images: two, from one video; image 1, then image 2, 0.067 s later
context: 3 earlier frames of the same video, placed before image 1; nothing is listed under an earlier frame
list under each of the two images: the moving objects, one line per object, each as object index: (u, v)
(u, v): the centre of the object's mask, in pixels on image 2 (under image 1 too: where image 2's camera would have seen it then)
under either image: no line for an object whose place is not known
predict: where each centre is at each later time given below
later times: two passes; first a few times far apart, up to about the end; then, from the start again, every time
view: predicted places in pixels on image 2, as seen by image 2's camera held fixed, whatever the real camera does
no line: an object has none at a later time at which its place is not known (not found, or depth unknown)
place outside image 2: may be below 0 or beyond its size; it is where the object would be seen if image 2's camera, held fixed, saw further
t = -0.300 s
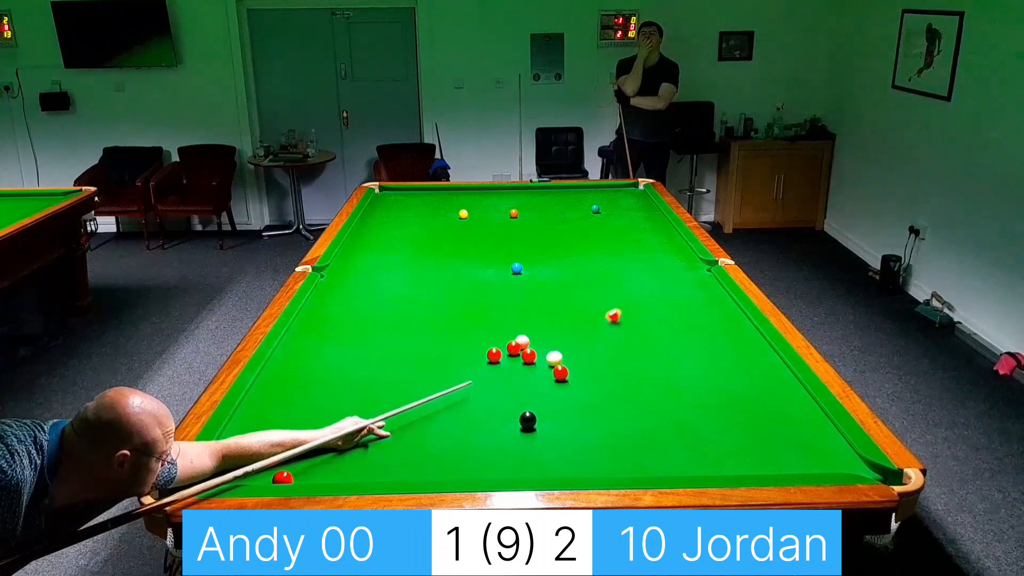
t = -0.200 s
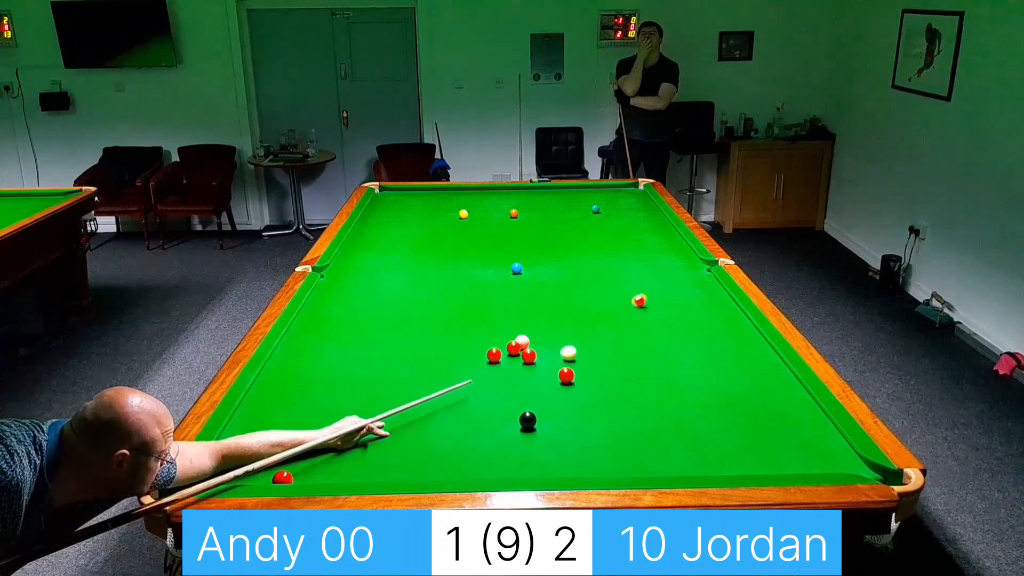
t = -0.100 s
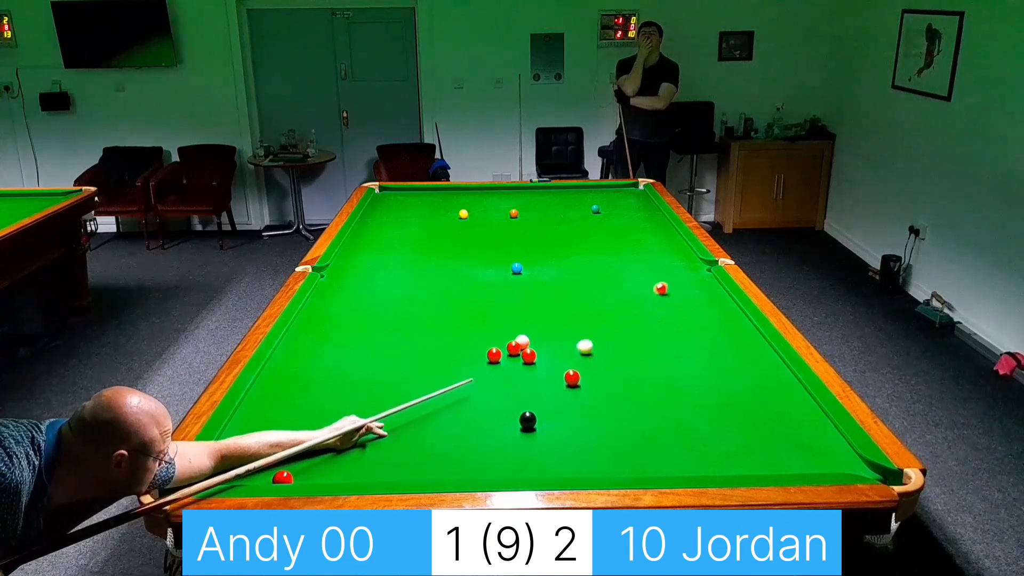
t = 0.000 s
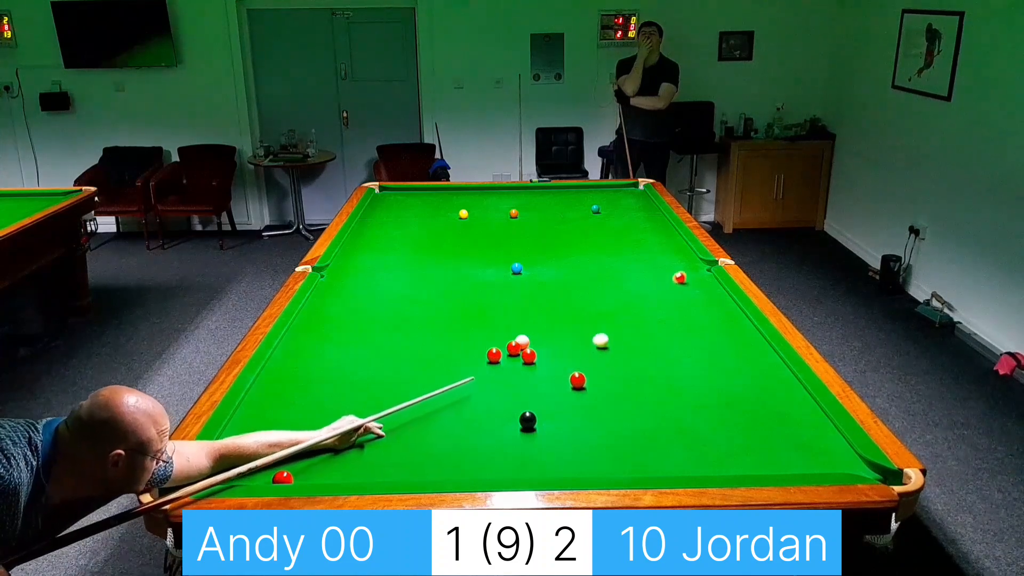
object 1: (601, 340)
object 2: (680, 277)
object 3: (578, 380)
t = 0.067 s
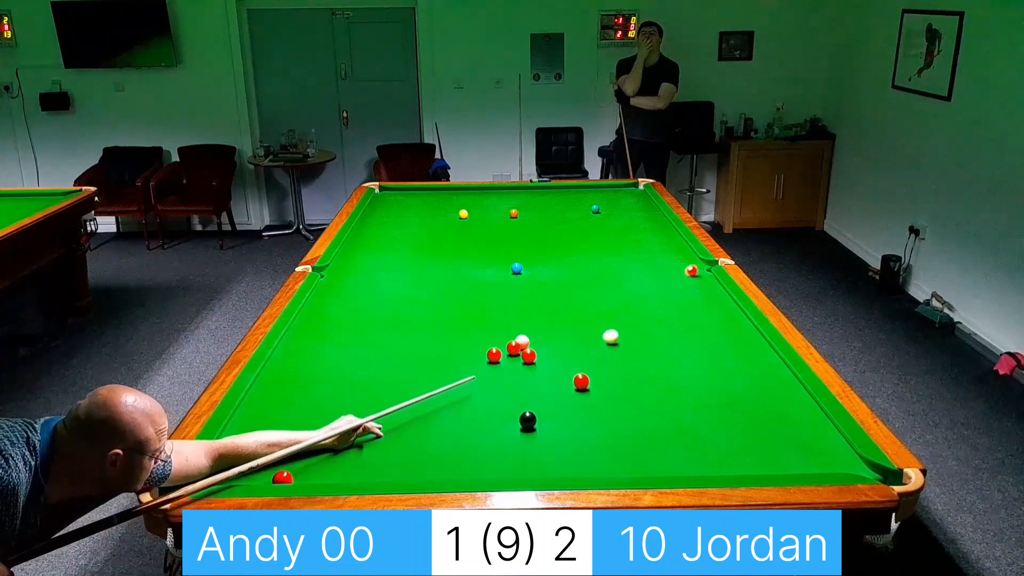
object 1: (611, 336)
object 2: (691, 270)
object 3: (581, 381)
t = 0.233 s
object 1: (635, 327)
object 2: (698, 268)
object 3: (590, 385)
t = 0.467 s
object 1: (666, 315)
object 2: (676, 282)
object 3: (602, 390)
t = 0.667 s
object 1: (690, 306)
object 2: (657, 294)
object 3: (611, 394)
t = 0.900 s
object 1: (716, 296)
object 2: (633, 309)
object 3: (621, 398)
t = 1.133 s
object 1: (704, 289)
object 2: (608, 326)
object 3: (630, 402)
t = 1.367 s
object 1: (681, 283)
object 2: (581, 344)
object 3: (637, 405)
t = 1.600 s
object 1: (661, 278)
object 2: (551, 363)
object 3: (646, 408)
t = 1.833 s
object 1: (642, 274)
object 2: (519, 384)
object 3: (651, 410)
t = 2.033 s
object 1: (627, 270)
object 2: (489, 403)
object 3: (655, 411)
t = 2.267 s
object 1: (612, 266)
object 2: (451, 428)
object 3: (659, 413)
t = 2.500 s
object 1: (597, 262)
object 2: (409, 456)
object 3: (660, 413)
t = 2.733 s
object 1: (584, 259)
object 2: (368, 473)
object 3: (661, 413)
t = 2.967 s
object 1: (572, 256)
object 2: (346, 457)
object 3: (660, 413)
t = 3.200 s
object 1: (561, 253)
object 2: (327, 442)
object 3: (660, 413)
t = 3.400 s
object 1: (553, 251)
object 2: (312, 430)
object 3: (660, 413)
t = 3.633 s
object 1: (544, 248)
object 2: (296, 418)
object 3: (660, 413)
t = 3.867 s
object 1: (535, 246)
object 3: (660, 413)
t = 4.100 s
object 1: (528, 244)
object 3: (660, 413)
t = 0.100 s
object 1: (616, 335)
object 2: (697, 267)
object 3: (583, 382)
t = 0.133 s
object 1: (621, 333)
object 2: (703, 264)
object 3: (585, 383)
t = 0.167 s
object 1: (626, 331)
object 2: (706, 263)
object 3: (587, 384)
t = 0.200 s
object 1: (630, 329)
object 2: (702, 265)
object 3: (588, 384)
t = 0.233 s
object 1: (635, 327)
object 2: (698, 268)
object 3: (590, 385)
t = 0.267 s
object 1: (639, 325)
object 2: (694, 270)
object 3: (592, 386)
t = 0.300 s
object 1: (644, 324)
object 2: (691, 272)
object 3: (593, 387)
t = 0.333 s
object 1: (649, 322)
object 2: (688, 274)
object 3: (595, 387)
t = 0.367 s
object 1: (653, 320)
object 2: (685, 276)
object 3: (597, 388)
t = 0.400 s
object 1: (657, 318)
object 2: (682, 278)
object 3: (599, 389)
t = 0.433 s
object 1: (661, 317)
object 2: (679, 280)
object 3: (600, 389)
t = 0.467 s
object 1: (666, 315)
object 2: (676, 282)
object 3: (602, 390)
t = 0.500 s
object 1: (670, 314)
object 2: (673, 284)
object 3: (603, 391)
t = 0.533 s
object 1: (674, 312)
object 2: (670, 286)
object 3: (605, 391)
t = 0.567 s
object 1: (678, 310)
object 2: (666, 288)
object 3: (606, 392)
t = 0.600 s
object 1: (682, 309)
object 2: (663, 290)
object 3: (608, 393)
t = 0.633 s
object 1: (686, 307)
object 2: (660, 292)
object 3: (609, 393)
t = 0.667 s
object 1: (690, 306)
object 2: (657, 294)
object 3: (611, 394)
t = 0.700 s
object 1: (694, 304)
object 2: (653, 296)
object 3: (613, 394)
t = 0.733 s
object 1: (698, 303)
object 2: (650, 299)
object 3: (614, 395)
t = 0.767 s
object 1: (702, 301)
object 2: (647, 301)
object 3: (615, 396)
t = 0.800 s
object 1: (705, 300)
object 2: (643, 303)
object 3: (617, 396)
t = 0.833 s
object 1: (709, 298)
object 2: (640, 305)
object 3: (618, 397)
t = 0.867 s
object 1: (713, 297)
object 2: (637, 307)
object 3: (619, 398)
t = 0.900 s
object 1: (716, 296)
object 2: (633, 309)
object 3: (621, 398)
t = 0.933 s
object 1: (720, 294)
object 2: (630, 312)
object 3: (622, 399)
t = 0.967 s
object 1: (722, 293)
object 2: (626, 314)
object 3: (623, 399)
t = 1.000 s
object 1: (718, 292)
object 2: (623, 316)
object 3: (625, 400)
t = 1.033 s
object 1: (714, 292)
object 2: (619, 319)
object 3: (626, 400)
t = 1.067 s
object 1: (710, 291)
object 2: (616, 321)
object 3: (627, 401)
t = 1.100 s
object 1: (707, 290)
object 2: (612, 324)
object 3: (628, 401)
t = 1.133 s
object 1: (704, 289)
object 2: (608, 326)
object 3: (630, 402)
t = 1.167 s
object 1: (700, 288)
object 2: (604, 328)
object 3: (631, 403)
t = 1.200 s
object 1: (697, 287)
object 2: (601, 331)
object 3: (632, 403)
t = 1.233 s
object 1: (694, 286)
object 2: (596, 333)
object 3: (633, 404)
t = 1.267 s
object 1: (690, 286)
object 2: (593, 336)
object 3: (634, 404)
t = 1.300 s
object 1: (687, 285)
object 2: (589, 339)
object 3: (635, 404)
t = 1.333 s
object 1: (684, 284)
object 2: (584, 341)
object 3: (636, 405)
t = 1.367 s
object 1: (681, 283)
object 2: (581, 344)
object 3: (637, 405)
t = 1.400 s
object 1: (678, 283)
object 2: (576, 346)
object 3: (639, 406)
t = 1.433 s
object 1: (675, 282)
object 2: (572, 349)
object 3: (640, 406)
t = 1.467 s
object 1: (672, 281)
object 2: (569, 352)
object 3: (641, 406)
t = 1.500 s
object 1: (669, 280)
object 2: (564, 355)
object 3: (642, 407)
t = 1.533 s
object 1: (666, 280)
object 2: (560, 358)
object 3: (644, 407)
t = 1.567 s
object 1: (663, 279)
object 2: (555, 360)
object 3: (645, 407)
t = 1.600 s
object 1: (661, 278)
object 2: (551, 363)
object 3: (646, 408)
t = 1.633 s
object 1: (658, 278)
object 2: (547, 366)
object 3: (647, 408)
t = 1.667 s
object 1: (655, 277)
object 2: (542, 369)
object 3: (647, 408)
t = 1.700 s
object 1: (652, 276)
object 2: (537, 372)
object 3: (648, 409)
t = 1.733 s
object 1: (650, 276)
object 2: (533, 375)
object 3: (649, 409)
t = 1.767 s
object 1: (647, 275)
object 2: (529, 378)
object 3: (650, 409)
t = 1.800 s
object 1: (645, 274)
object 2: (523, 381)
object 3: (651, 410)
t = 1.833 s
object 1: (642, 274)
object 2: (519, 384)
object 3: (651, 410)
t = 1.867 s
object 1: (639, 273)
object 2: (514, 387)
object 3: (652, 410)
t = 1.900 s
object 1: (637, 272)
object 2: (509, 391)
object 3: (653, 411)
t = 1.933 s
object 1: (634, 272)
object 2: (504, 393)
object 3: (653, 411)
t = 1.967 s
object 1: (632, 271)
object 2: (499, 397)
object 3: (654, 411)
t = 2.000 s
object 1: (630, 271)
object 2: (494, 401)
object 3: (655, 411)
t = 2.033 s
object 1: (627, 270)
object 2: (489, 403)
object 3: (655, 411)
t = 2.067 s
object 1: (625, 269)
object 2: (484, 407)
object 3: (656, 412)
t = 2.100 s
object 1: (623, 269)
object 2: (478, 411)
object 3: (656, 412)
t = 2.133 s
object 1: (620, 268)
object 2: (473, 414)
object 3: (657, 412)
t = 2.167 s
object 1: (618, 268)
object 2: (468, 418)
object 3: (657, 412)
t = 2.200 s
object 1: (616, 267)
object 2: (462, 421)
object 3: (658, 412)
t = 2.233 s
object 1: (614, 267)
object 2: (456, 425)
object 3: (658, 412)
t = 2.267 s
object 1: (612, 266)
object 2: (451, 428)
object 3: (659, 413)
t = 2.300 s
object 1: (610, 266)
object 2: (445, 433)
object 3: (659, 413)
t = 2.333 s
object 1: (607, 265)
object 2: (439, 436)
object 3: (659, 413)
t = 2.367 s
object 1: (605, 264)
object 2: (433, 440)
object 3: (660, 413)
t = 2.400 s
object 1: (603, 264)
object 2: (427, 444)
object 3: (660, 413)
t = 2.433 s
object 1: (601, 263)
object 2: (421, 448)
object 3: (660, 413)
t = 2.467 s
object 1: (599, 263)
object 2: (415, 452)
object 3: (660, 413)
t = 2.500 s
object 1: (597, 262)
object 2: (409, 456)
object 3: (660, 413)
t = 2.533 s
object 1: (595, 262)
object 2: (403, 460)
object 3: (660, 413)
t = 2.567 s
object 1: (593, 261)
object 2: (396, 464)
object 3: (661, 413)
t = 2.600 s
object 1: (591, 261)
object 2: (389, 469)
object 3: (661, 413)
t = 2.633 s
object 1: (590, 261)
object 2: (383, 472)
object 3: (661, 413)
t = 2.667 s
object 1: (588, 260)
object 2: (376, 475)
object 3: (661, 413)
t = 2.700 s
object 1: (586, 260)
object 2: (371, 475)
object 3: (661, 413)
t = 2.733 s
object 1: (584, 259)
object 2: (368, 473)
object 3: (661, 413)
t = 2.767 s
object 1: (582, 258)
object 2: (365, 471)
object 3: (661, 413)
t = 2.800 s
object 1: (581, 258)
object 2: (362, 469)
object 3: (661, 413)
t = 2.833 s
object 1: (579, 258)
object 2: (359, 466)
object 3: (660, 413)
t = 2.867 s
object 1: (577, 257)
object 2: (355, 464)
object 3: (660, 413)
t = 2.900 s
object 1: (576, 257)
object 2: (352, 462)
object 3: (660, 413)
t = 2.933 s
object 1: (574, 256)
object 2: (349, 459)
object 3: (660, 413)
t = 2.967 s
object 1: (572, 256)
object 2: (346, 457)
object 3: (660, 413)
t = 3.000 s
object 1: (571, 256)
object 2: (343, 455)
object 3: (660, 413)
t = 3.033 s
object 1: (569, 255)
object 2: (340, 453)
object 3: (660, 413)
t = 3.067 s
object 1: (567, 255)
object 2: (338, 450)
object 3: (660, 413)
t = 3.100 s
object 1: (566, 254)
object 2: (335, 448)
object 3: (660, 413)
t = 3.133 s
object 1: (564, 254)
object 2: (332, 446)
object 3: (660, 413)
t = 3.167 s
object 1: (563, 254)
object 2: (329, 444)
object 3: (660, 413)
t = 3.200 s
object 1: (561, 253)
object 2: (327, 442)
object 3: (660, 413)
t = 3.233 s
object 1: (560, 253)
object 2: (324, 440)
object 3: (660, 413)
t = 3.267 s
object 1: (558, 252)
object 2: (322, 438)
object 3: (660, 413)
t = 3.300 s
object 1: (557, 252)
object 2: (319, 436)
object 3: (660, 413)
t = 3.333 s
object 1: (555, 252)
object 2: (316, 434)
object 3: (660, 413)
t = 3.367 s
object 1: (554, 251)
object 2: (314, 432)
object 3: (660, 413)
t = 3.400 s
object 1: (553, 251)
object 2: (312, 430)
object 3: (660, 413)
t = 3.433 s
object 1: (551, 250)
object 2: (309, 428)
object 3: (660, 413)
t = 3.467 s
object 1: (550, 250)
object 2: (307, 426)
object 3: (660, 413)
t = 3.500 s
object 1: (549, 250)
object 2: (304, 425)
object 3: (660, 413)
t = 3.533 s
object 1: (547, 250)
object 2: (302, 423)
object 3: (660, 413)
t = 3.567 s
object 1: (546, 249)
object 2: (300, 421)
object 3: (660, 413)
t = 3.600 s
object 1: (545, 249)
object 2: (298, 419)
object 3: (660, 413)
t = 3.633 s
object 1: (544, 248)
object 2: (296, 418)
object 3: (660, 413)
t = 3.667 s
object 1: (542, 248)
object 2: (293, 416)
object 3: (660, 413)
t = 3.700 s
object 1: (541, 248)
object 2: (291, 414)
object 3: (660, 413)
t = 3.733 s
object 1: (540, 248)
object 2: (289, 413)
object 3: (660, 413)
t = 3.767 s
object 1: (539, 247)
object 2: (287, 411)
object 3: (660, 413)
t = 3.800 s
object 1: (538, 247)
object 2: (285, 410)
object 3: (660, 413)
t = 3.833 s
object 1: (537, 247)
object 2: (283, 408)
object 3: (660, 413)
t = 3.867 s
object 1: (535, 246)
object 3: (660, 413)
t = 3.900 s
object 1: (535, 246)
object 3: (660, 413)
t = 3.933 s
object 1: (533, 246)
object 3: (660, 413)
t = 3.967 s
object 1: (532, 245)
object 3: (660, 413)
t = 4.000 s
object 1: (531, 245)
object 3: (660, 413)
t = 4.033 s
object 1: (530, 245)
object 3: (660, 413)
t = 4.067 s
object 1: (529, 244)
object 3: (660, 413)
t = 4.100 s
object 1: (528, 244)
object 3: (660, 413)
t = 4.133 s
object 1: (527, 244)
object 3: (660, 413)
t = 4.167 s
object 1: (527, 243)
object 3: (660, 413)
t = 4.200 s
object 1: (526, 243)
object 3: (660, 413)
